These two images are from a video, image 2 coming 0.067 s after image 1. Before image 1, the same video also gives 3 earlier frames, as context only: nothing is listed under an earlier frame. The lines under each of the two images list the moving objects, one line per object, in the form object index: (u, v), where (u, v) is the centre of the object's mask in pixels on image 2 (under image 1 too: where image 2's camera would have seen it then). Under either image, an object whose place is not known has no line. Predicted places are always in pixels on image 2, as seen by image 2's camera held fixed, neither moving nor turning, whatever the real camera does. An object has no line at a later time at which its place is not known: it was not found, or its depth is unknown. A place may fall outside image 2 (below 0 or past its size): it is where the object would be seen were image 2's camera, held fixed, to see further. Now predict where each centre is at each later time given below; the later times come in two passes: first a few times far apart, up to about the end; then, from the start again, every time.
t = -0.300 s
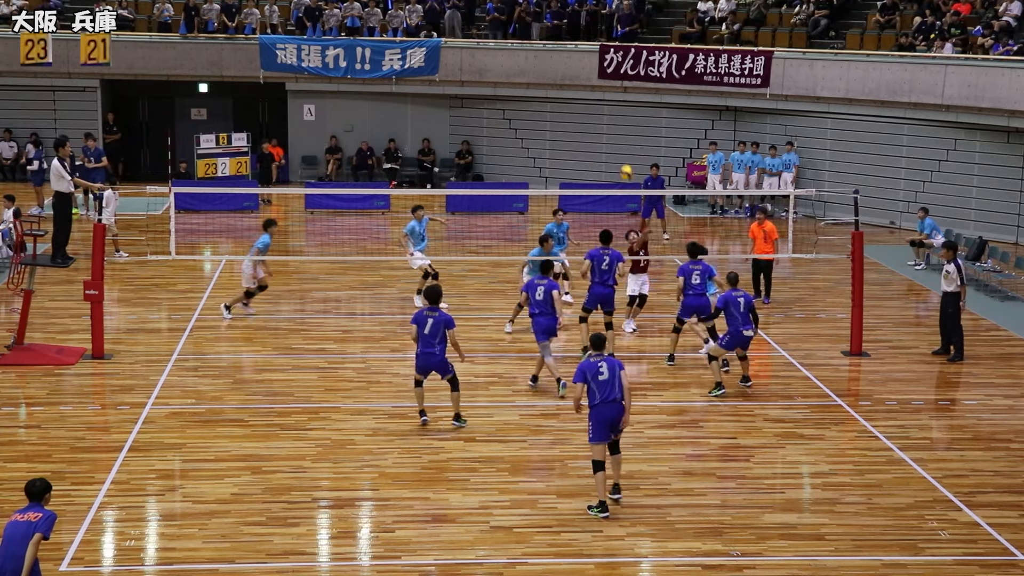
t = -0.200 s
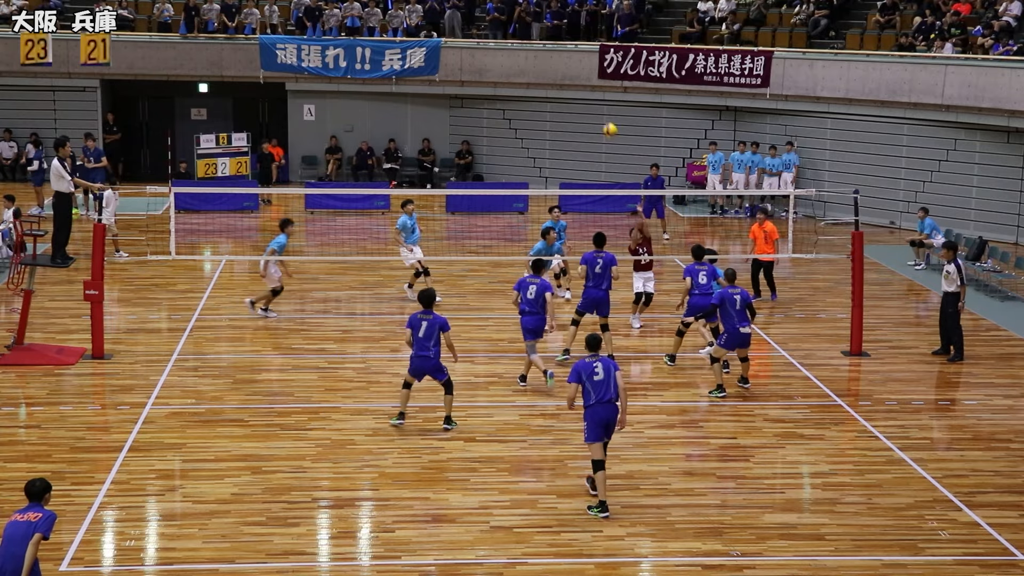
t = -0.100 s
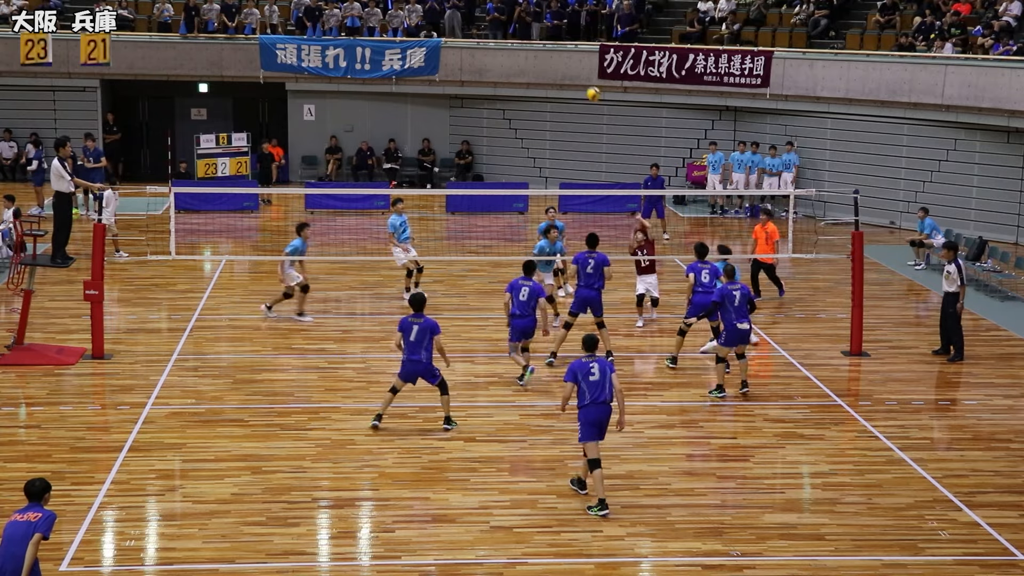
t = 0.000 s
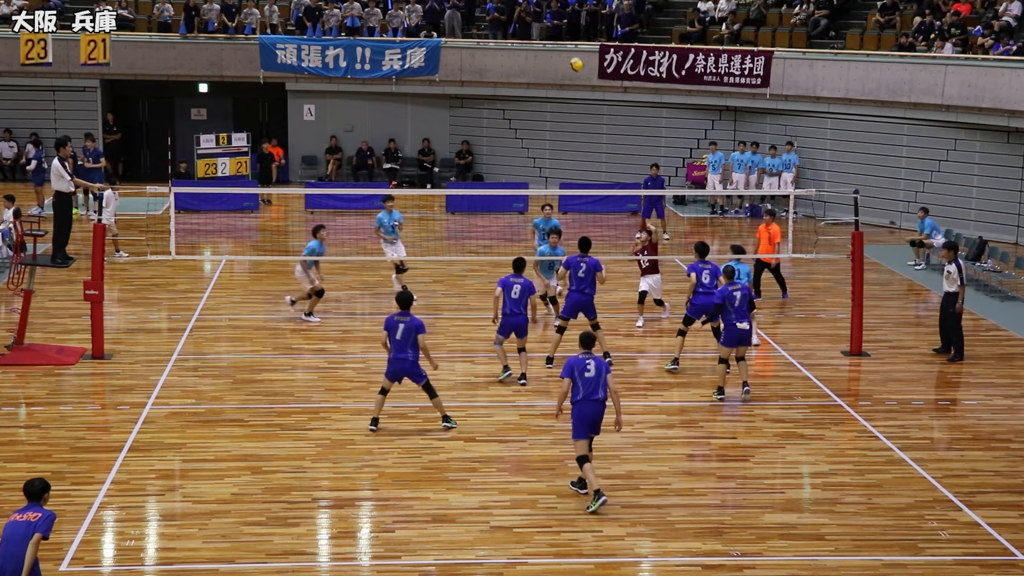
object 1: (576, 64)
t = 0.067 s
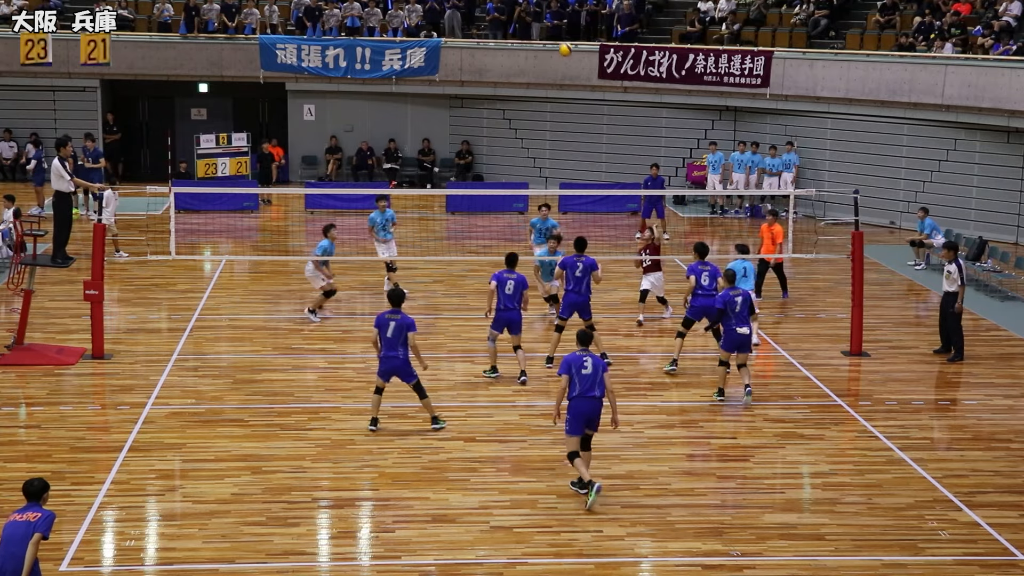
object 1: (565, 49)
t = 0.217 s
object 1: (539, 25)
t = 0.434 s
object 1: (503, 16)
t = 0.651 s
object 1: (467, 36)
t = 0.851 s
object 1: (435, 82)
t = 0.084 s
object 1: (562, 45)
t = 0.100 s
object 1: (559, 42)
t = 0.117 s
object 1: (557, 39)
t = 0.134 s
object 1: (553, 36)
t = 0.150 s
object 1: (551, 34)
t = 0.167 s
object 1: (548, 32)
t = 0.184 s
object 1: (545, 29)
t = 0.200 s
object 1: (543, 27)
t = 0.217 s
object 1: (539, 25)
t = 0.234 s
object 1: (537, 23)
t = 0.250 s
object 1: (534, 21)
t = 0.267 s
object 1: (531, 20)
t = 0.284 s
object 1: (528, 19)
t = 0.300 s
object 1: (525, 18)
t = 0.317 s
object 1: (522, 17)
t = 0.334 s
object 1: (520, 16)
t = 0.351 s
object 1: (517, 16)
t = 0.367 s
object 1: (514, 15)
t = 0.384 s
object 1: (511, 15)
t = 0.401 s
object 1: (509, 15)
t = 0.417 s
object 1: (506, 15)
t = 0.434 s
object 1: (503, 16)
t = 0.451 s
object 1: (500, 16)
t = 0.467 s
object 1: (497, 17)
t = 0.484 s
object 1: (494, 18)
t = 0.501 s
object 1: (491, 19)
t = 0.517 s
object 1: (489, 20)
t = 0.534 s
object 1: (486, 21)
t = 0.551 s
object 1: (483, 23)
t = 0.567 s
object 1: (480, 25)
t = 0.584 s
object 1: (477, 27)
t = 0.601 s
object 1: (475, 29)
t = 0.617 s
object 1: (472, 32)
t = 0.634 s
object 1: (469, 34)
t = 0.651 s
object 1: (467, 36)
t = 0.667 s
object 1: (464, 39)
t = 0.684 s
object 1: (461, 42)
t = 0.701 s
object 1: (458, 45)
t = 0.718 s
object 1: (456, 49)
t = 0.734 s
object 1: (453, 52)
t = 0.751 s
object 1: (450, 56)
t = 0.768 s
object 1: (448, 60)
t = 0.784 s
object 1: (445, 64)
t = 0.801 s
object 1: (442, 68)
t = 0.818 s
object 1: (440, 73)
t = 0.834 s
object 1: (437, 78)
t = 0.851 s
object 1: (435, 82)
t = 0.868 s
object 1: (432, 88)
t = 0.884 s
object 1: (429, 93)
